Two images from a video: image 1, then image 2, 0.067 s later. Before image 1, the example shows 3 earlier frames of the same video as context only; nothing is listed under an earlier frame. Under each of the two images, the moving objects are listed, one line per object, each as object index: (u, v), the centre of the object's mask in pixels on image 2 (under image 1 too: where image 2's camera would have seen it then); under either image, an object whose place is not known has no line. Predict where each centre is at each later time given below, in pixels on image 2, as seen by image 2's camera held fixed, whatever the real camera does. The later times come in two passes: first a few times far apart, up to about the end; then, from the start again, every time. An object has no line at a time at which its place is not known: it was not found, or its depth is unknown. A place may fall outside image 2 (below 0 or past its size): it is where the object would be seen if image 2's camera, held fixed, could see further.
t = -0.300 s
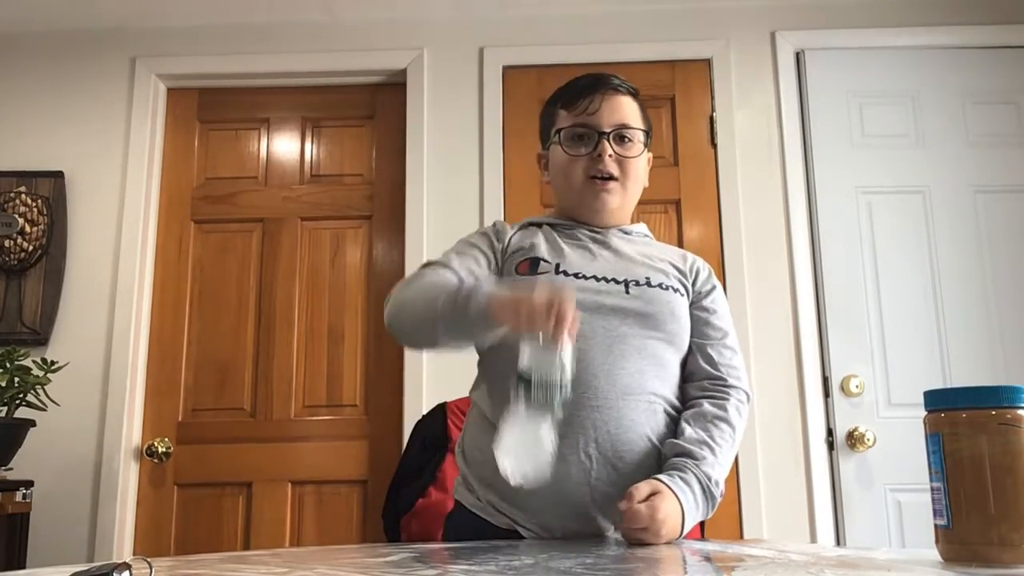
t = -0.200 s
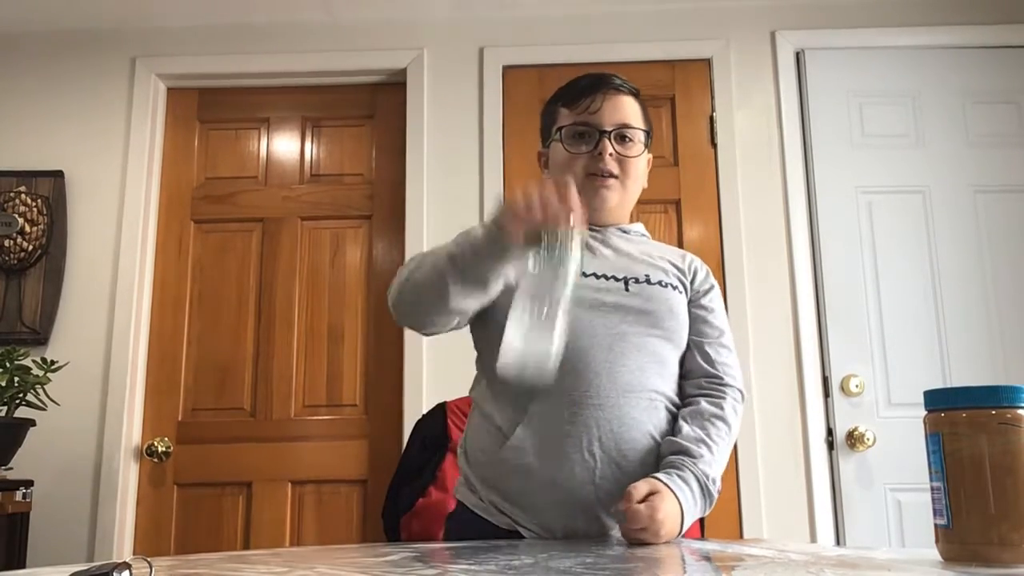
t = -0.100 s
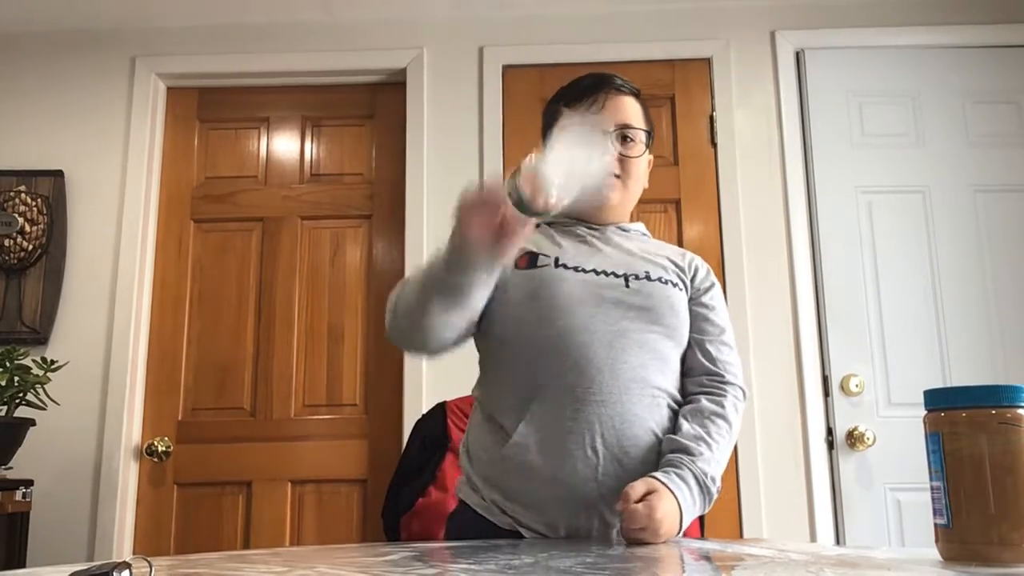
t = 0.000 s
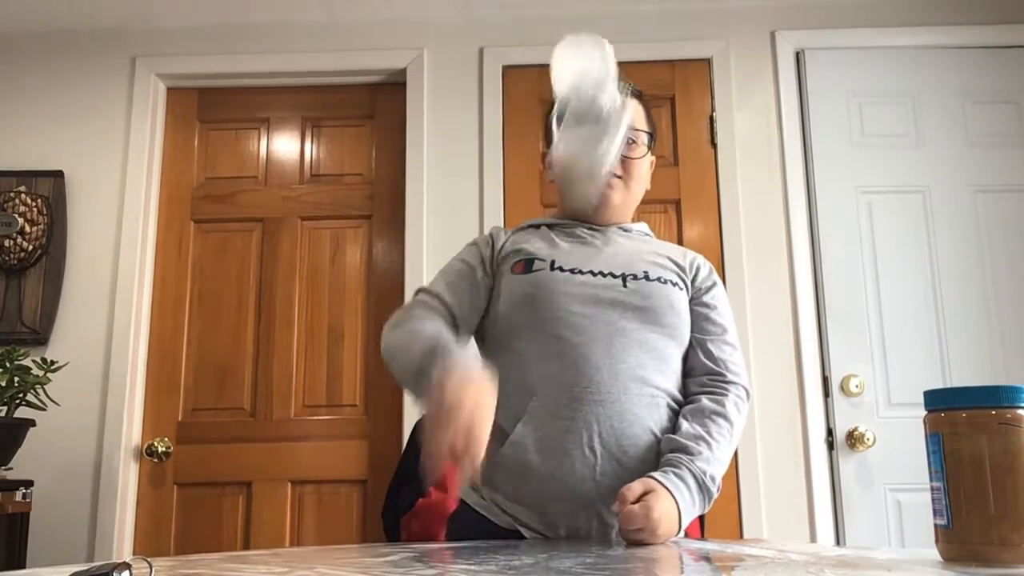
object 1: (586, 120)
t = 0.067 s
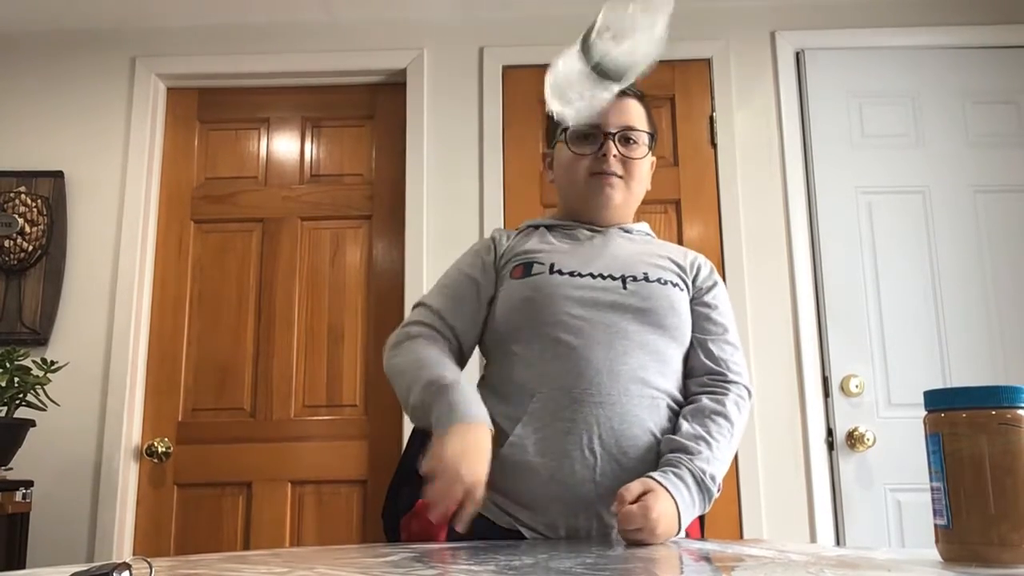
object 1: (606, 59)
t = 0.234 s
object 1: (625, 237)
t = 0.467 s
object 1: (638, 467)
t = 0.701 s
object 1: (636, 467)
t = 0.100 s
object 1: (606, 71)
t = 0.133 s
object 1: (610, 89)
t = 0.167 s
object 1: (618, 116)
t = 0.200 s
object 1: (623, 161)
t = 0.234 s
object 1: (625, 237)
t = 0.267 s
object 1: (628, 339)
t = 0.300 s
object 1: (636, 440)
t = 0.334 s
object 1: (643, 471)
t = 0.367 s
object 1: (642, 471)
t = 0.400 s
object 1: (642, 469)
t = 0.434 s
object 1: (641, 469)
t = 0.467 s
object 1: (638, 467)
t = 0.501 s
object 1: (636, 466)
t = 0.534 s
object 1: (639, 465)
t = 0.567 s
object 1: (640, 466)
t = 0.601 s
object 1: (636, 467)
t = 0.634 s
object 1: (636, 467)
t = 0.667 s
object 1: (636, 467)
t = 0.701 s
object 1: (636, 467)
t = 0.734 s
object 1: (636, 467)
